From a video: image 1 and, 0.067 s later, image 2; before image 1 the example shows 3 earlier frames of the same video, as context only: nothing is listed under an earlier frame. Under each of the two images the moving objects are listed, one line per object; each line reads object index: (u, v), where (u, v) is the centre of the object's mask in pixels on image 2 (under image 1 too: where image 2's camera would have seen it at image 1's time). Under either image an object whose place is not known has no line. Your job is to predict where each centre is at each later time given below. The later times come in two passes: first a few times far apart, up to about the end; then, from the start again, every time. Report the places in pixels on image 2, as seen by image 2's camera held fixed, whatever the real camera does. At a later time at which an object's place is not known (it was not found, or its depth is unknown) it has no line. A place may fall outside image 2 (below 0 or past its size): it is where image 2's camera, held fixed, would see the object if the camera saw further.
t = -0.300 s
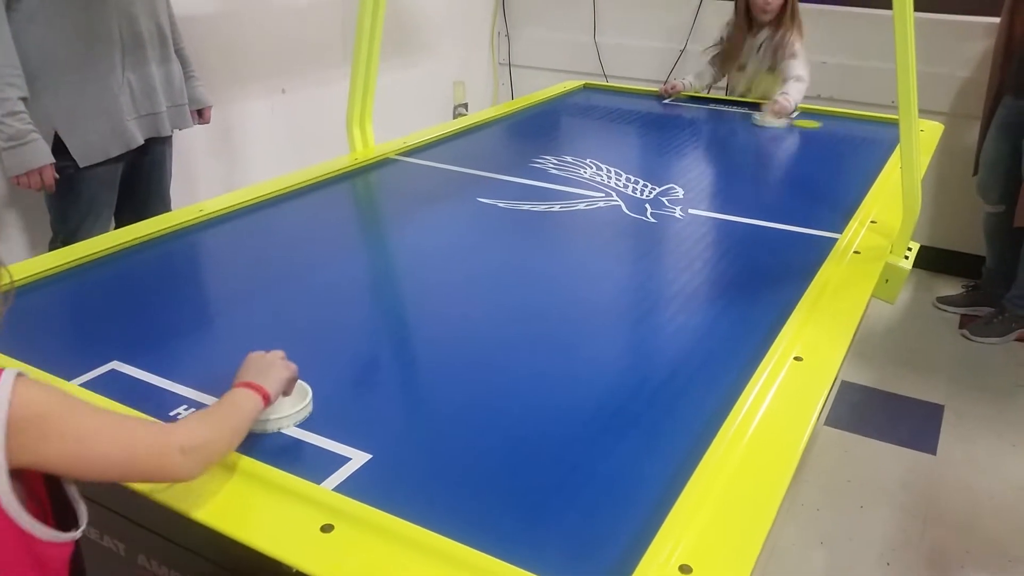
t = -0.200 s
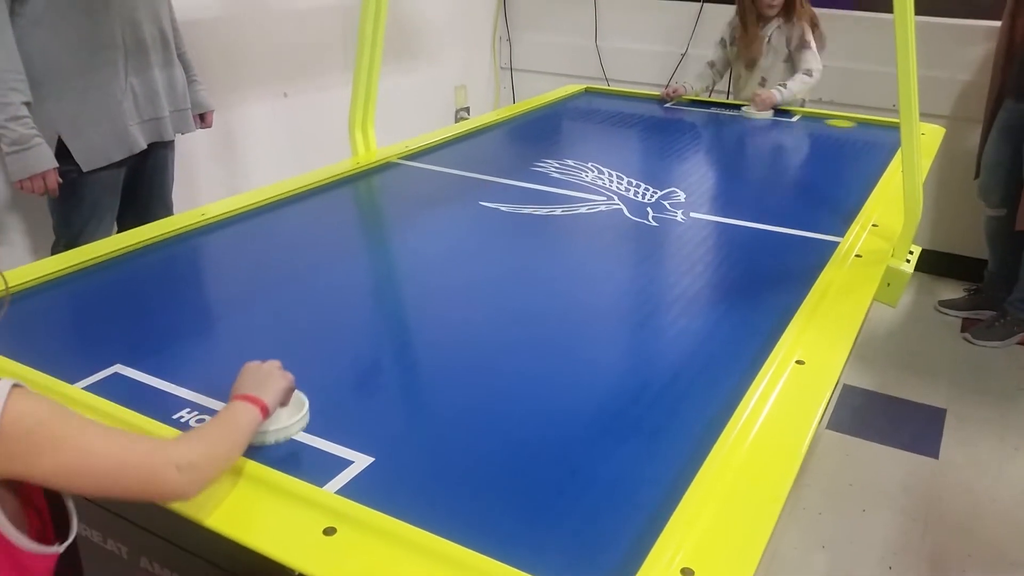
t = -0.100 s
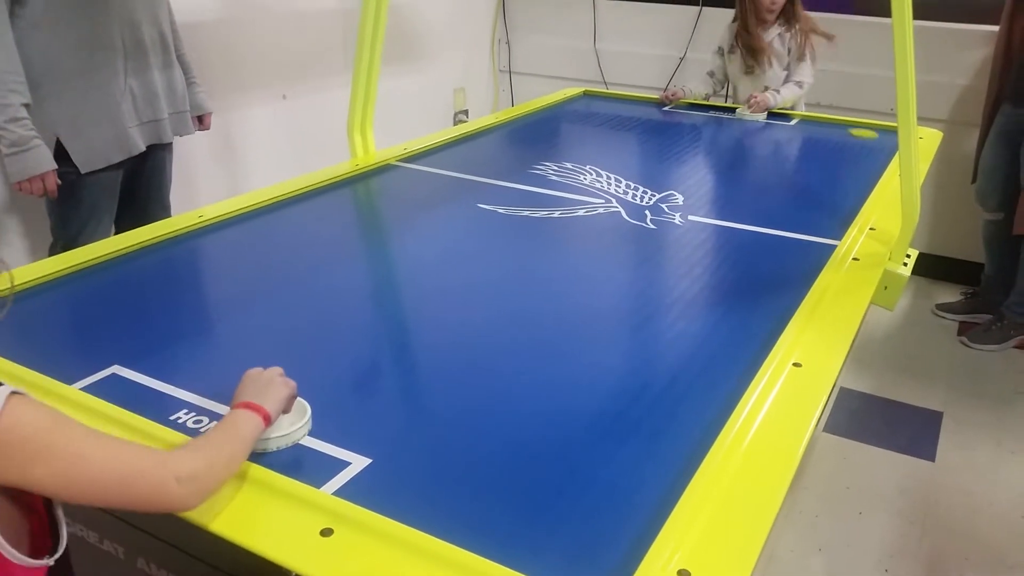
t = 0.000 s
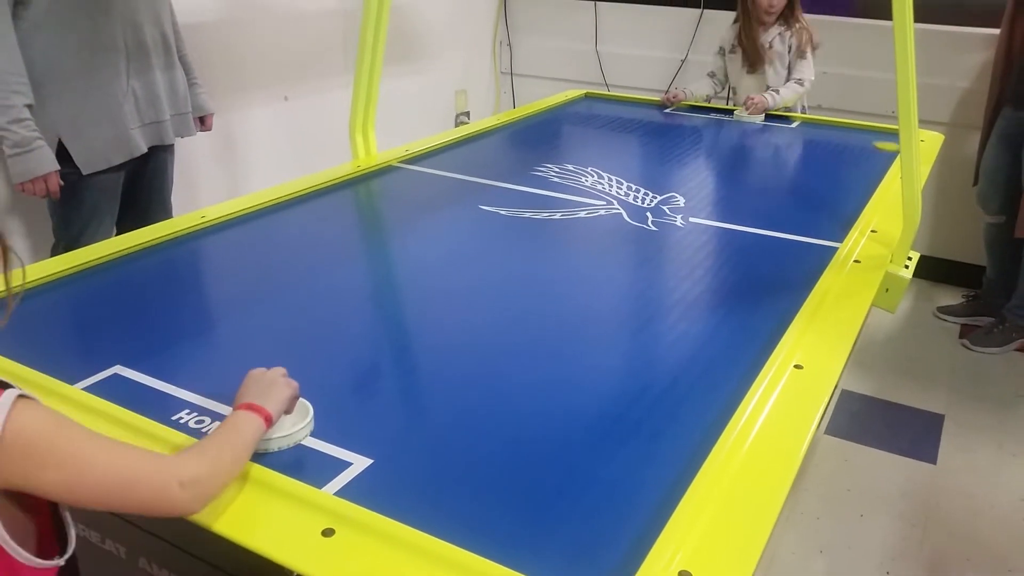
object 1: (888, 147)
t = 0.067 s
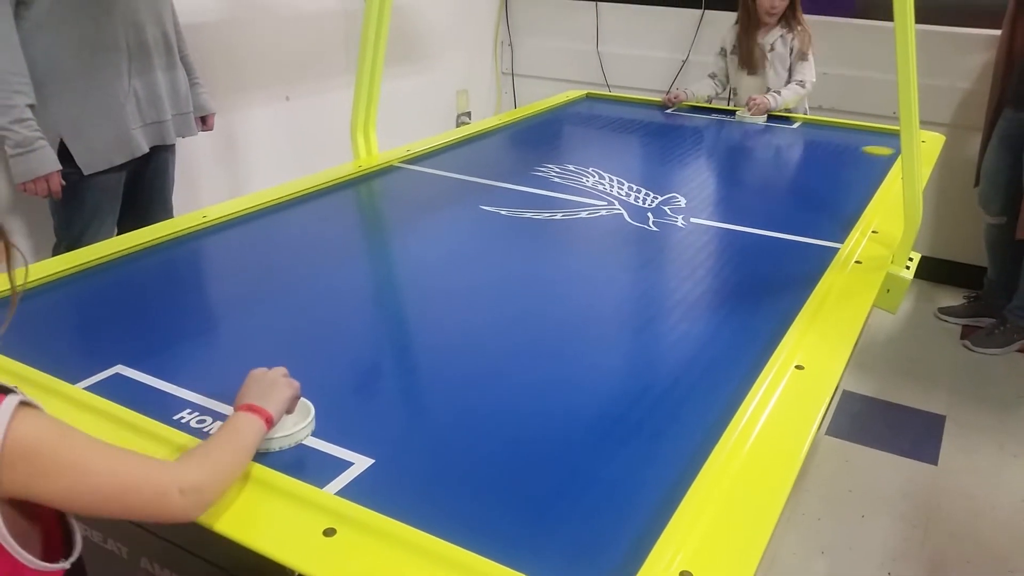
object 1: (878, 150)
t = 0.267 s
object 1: (813, 157)
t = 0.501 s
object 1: (729, 166)
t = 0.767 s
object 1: (626, 175)
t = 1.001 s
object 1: (525, 183)
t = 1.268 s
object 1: (398, 194)
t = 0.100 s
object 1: (868, 151)
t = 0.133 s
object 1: (857, 152)
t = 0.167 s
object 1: (846, 154)
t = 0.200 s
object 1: (836, 155)
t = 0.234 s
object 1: (824, 156)
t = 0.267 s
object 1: (813, 157)
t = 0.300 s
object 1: (802, 159)
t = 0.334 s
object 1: (790, 160)
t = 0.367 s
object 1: (778, 160)
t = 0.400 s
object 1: (767, 162)
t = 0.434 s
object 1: (754, 163)
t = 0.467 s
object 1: (742, 164)
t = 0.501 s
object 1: (729, 166)
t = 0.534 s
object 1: (717, 167)
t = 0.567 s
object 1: (704, 168)
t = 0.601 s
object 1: (691, 169)
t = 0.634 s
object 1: (678, 170)
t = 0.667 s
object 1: (665, 171)
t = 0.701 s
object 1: (652, 173)
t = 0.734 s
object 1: (639, 174)
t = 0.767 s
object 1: (626, 175)
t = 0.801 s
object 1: (612, 176)
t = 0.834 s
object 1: (597, 177)
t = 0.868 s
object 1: (583, 178)
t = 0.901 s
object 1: (569, 180)
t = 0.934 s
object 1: (555, 181)
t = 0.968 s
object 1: (540, 182)
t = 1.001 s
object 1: (525, 183)
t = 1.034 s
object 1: (511, 185)
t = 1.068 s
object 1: (495, 186)
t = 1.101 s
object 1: (478, 187)
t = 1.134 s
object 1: (463, 189)
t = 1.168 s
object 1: (447, 190)
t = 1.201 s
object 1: (430, 191)
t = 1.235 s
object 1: (414, 193)
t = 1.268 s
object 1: (398, 194)
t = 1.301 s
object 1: (380, 195)
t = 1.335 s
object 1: (363, 197)
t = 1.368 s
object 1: (346, 198)
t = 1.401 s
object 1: (329, 199)
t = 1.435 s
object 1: (311, 201)
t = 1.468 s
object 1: (304, 205)
